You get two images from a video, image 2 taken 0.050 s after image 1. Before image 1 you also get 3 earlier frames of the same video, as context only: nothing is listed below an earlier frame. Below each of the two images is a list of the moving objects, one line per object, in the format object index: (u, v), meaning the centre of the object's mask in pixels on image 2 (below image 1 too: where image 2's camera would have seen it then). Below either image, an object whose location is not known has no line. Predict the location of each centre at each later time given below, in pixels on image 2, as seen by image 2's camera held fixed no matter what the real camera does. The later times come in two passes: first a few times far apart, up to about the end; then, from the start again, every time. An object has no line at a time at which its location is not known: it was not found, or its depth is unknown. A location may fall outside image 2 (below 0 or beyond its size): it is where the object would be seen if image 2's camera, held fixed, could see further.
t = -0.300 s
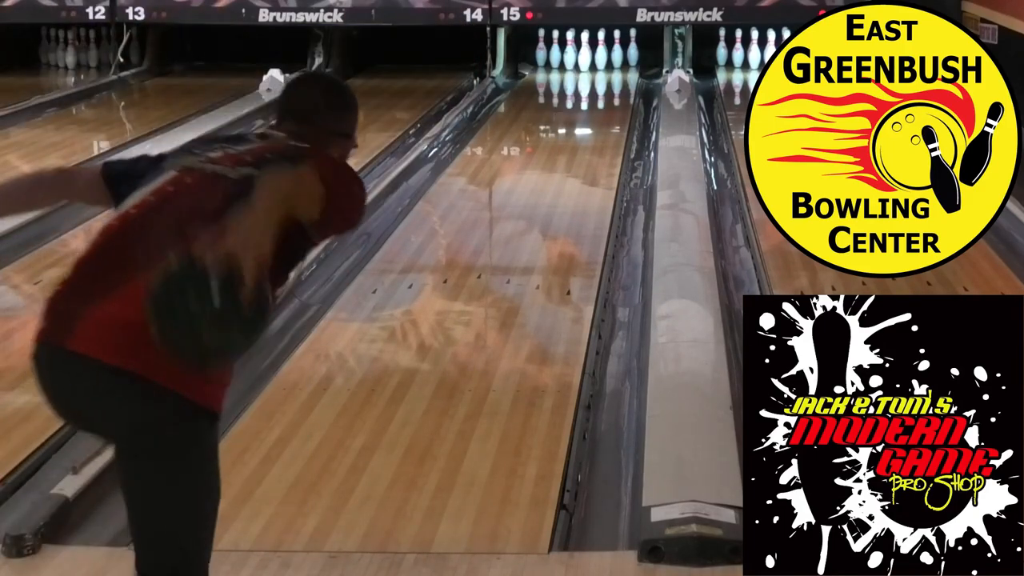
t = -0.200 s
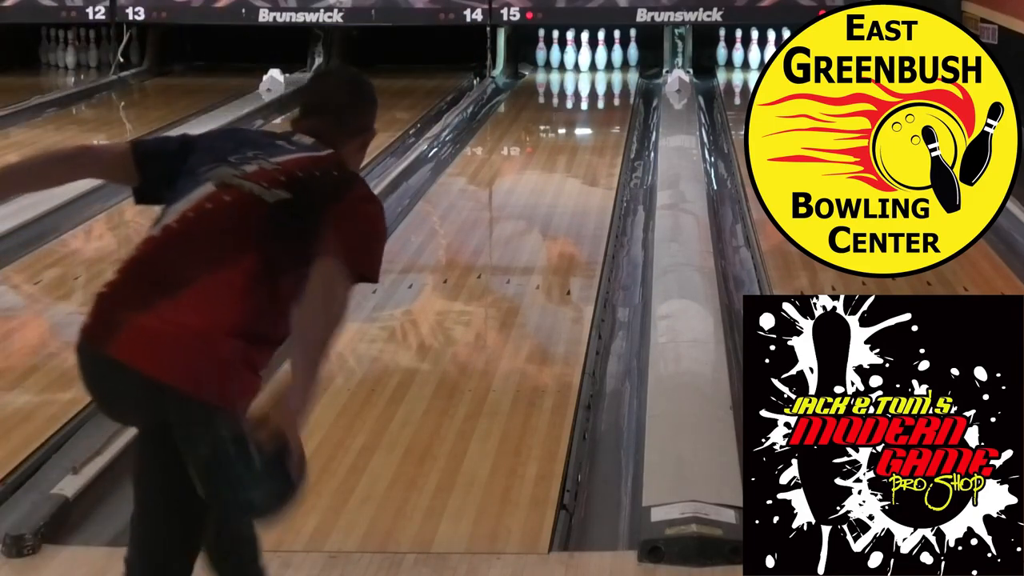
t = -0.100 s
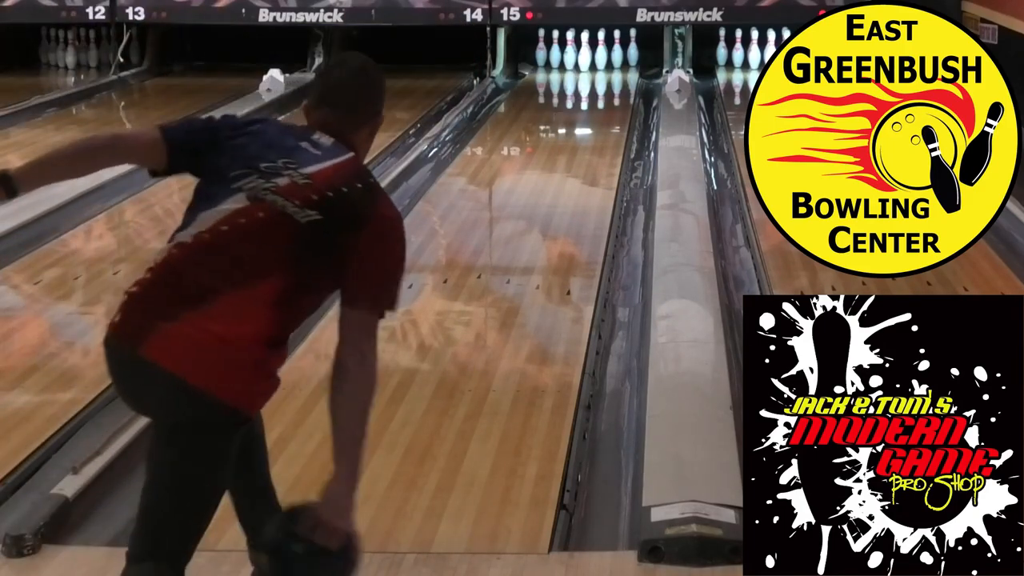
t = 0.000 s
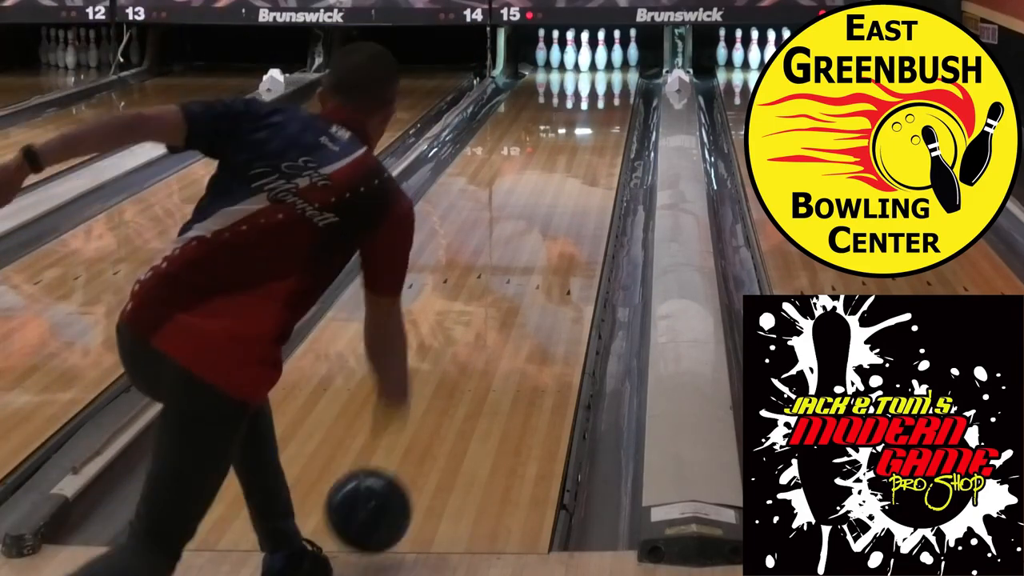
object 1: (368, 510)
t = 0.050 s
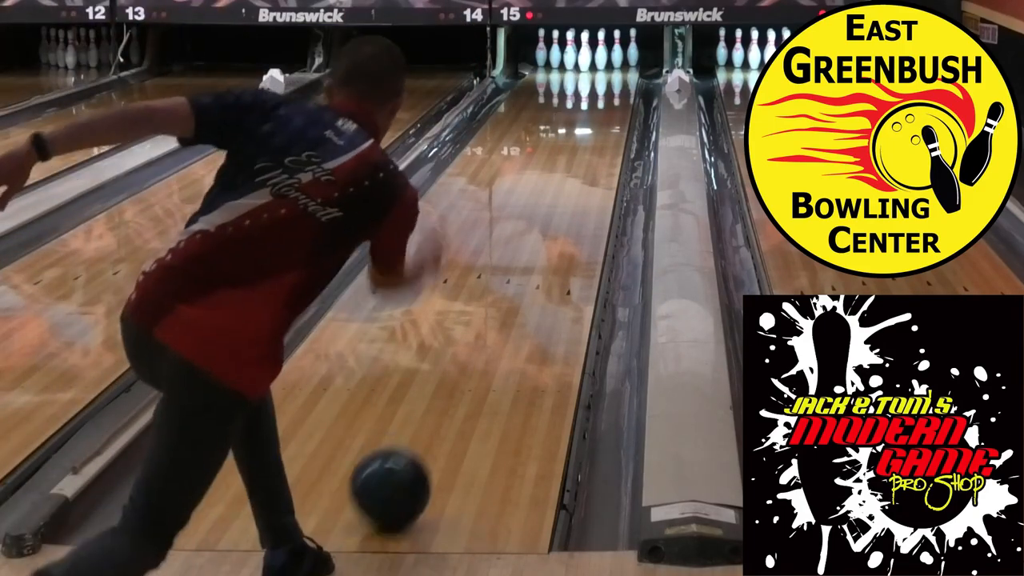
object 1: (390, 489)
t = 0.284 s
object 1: (464, 360)
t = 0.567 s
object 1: (518, 263)
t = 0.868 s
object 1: (554, 197)
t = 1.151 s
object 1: (576, 155)
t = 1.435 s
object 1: (591, 123)
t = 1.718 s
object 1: (599, 100)
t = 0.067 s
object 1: (397, 475)
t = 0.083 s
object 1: (403, 463)
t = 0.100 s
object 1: (410, 453)
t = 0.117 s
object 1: (415, 444)
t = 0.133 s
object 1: (421, 435)
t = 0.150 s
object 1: (427, 426)
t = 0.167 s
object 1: (432, 416)
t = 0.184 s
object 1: (437, 407)
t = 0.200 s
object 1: (442, 399)
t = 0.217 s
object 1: (447, 390)
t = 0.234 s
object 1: (451, 382)
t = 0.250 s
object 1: (456, 375)
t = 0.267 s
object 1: (460, 367)
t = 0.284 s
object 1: (464, 360)
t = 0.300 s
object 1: (468, 353)
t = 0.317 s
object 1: (472, 346)
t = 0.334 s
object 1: (476, 340)
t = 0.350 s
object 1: (480, 333)
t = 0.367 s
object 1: (483, 326)
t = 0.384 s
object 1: (486, 320)
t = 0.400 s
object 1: (490, 314)
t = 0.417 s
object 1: (493, 309)
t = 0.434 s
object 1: (496, 303)
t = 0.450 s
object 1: (499, 298)
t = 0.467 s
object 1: (502, 292)
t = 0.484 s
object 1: (505, 287)
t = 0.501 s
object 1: (508, 282)
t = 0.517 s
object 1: (510, 278)
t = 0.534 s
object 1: (513, 273)
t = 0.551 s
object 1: (515, 268)
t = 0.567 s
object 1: (518, 263)
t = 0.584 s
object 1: (520, 259)
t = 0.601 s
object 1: (523, 255)
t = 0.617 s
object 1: (525, 251)
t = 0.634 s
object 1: (527, 246)
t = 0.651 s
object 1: (530, 242)
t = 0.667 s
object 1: (532, 238)
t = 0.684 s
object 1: (534, 234)
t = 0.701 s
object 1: (536, 231)
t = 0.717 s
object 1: (538, 227)
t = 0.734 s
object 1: (540, 224)
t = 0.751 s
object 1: (542, 220)
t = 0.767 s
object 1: (544, 217)
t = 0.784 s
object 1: (545, 213)
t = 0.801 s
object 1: (547, 210)
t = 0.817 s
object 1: (549, 207)
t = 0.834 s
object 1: (551, 204)
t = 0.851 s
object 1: (552, 200)
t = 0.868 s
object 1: (554, 197)
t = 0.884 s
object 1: (555, 194)
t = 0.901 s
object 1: (557, 191)
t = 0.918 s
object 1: (558, 189)
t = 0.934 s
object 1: (560, 186)
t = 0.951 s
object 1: (561, 183)
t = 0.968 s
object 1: (563, 181)
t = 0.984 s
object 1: (564, 178)
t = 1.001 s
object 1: (565, 176)
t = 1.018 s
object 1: (567, 173)
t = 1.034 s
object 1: (568, 171)
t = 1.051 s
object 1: (570, 168)
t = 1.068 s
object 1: (571, 166)
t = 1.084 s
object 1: (572, 164)
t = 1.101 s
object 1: (573, 162)
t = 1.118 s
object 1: (574, 160)
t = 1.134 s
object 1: (575, 157)
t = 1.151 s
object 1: (576, 155)
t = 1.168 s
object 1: (577, 153)
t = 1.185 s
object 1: (578, 151)
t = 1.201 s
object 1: (579, 149)
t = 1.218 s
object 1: (580, 147)
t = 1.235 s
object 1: (581, 145)
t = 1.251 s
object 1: (582, 143)
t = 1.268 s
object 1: (583, 141)
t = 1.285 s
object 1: (584, 139)
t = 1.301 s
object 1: (585, 137)
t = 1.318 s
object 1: (585, 135)
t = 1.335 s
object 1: (586, 133)
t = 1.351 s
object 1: (587, 131)
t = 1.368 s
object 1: (588, 130)
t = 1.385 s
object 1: (588, 128)
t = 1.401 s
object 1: (589, 127)
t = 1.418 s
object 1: (590, 125)
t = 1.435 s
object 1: (591, 123)
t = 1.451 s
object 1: (591, 122)
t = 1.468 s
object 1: (592, 120)
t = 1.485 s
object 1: (592, 118)
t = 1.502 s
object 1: (593, 117)
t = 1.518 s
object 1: (594, 116)
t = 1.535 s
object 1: (594, 115)
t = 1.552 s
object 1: (594, 113)
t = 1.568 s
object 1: (595, 111)
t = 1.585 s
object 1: (595, 110)
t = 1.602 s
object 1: (597, 109)
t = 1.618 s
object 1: (597, 108)
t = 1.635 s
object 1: (597, 106)
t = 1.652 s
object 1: (598, 104)
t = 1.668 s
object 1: (598, 103)
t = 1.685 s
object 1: (598, 102)
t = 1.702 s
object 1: (599, 101)
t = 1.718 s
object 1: (599, 100)
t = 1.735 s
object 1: (599, 98)
